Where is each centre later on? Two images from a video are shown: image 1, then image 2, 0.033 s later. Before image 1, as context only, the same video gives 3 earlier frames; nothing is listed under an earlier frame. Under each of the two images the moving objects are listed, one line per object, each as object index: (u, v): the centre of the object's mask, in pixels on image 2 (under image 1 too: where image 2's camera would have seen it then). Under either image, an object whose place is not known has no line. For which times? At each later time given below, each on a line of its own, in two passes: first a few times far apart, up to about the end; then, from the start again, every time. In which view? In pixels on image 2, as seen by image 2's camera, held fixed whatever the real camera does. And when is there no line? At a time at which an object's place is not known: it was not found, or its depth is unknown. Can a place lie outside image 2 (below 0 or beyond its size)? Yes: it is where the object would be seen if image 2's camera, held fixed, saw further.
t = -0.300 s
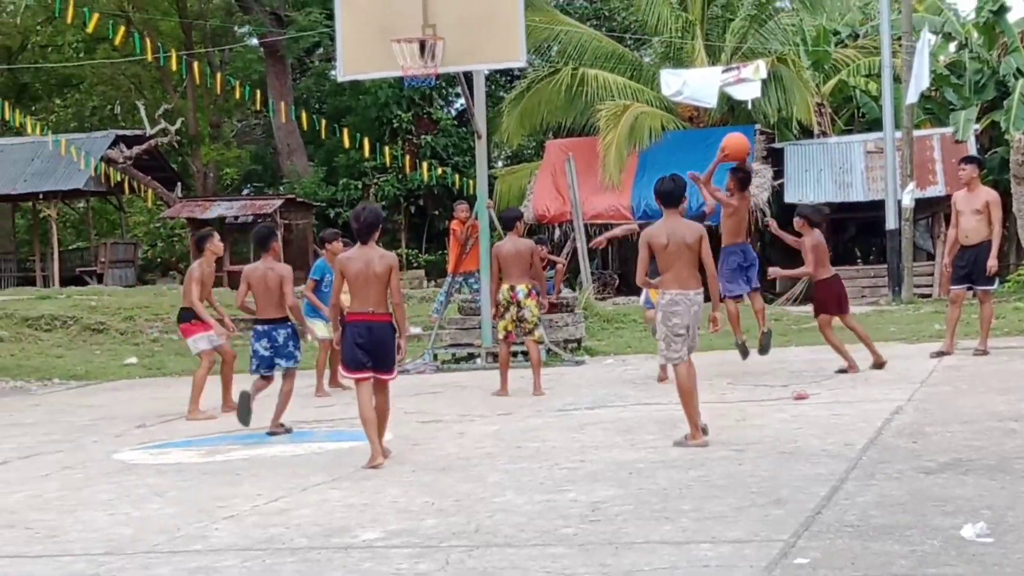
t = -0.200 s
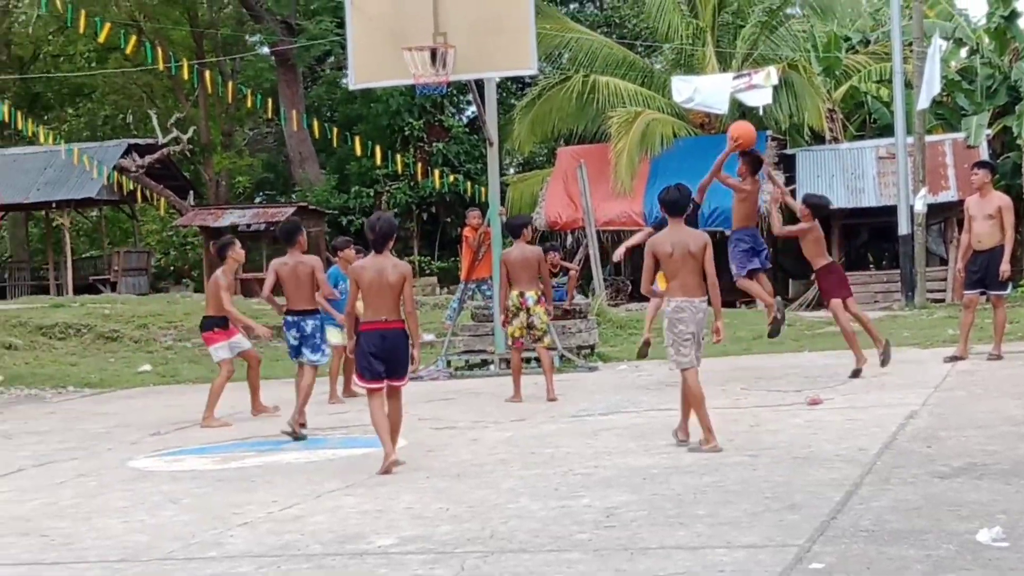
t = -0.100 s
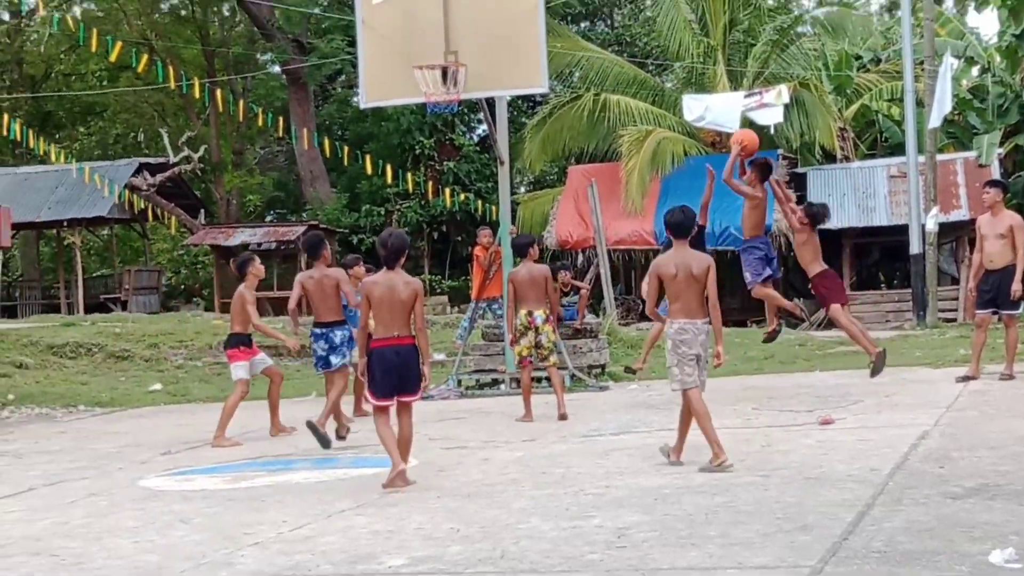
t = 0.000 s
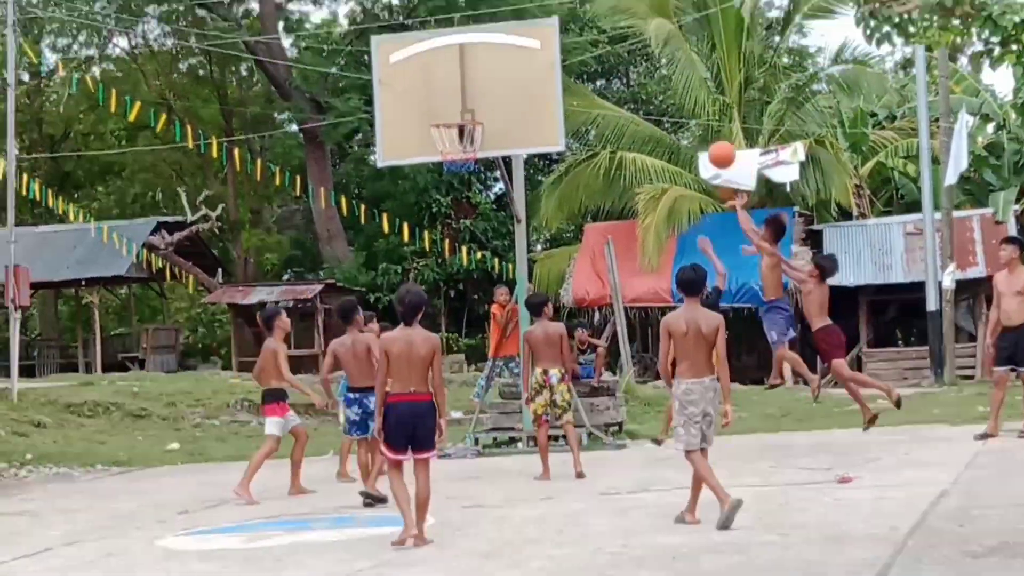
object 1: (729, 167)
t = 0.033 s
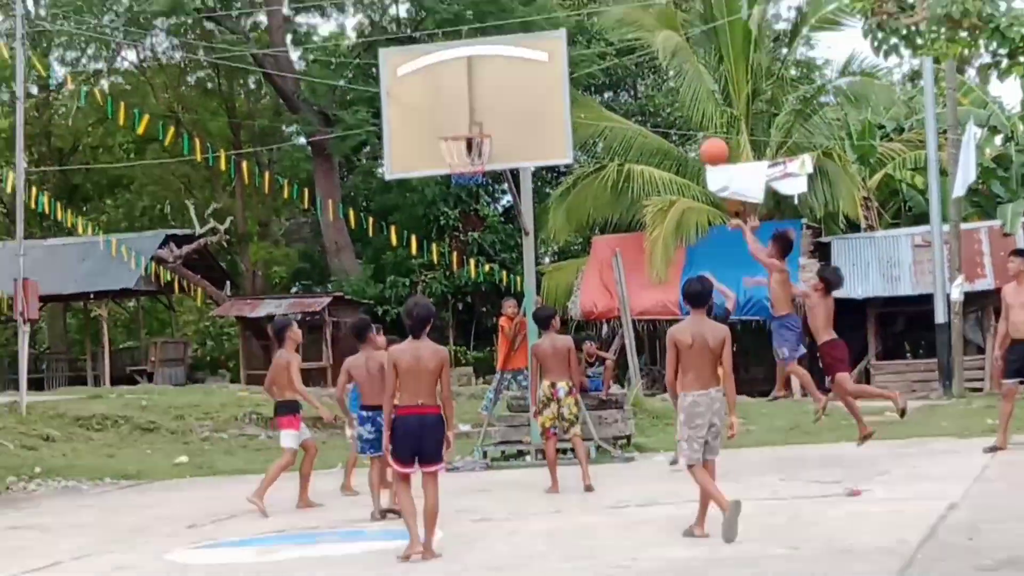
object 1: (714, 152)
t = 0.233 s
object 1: (627, 91)
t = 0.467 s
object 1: (536, 78)
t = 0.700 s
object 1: (473, 102)
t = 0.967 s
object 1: (459, 109)
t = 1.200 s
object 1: (478, 129)
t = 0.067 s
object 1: (700, 139)
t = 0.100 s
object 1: (685, 126)
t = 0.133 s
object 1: (670, 115)
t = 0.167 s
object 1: (655, 107)
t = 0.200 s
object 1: (641, 98)
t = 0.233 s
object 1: (627, 91)
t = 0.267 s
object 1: (614, 86)
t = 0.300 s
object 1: (600, 81)
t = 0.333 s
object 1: (587, 78)
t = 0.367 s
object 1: (575, 76)
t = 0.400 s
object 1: (562, 76)
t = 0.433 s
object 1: (548, 76)
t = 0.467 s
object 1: (536, 78)
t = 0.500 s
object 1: (524, 81)
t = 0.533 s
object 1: (515, 82)
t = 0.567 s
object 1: (506, 84)
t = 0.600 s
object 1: (498, 87)
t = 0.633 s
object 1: (489, 91)
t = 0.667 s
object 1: (481, 96)
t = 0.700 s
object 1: (473, 102)
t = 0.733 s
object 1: (464, 111)
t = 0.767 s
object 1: (456, 120)
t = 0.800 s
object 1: (449, 127)
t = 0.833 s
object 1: (450, 124)
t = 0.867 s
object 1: (452, 118)
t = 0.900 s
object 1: (454, 114)
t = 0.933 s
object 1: (457, 111)
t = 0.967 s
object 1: (459, 109)
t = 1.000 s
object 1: (462, 108)
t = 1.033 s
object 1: (464, 108)
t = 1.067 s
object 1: (467, 110)
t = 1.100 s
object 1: (470, 113)
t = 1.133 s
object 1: (473, 117)
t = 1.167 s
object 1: (476, 122)
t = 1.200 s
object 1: (478, 129)
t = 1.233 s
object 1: (481, 137)
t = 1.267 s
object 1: (485, 146)
